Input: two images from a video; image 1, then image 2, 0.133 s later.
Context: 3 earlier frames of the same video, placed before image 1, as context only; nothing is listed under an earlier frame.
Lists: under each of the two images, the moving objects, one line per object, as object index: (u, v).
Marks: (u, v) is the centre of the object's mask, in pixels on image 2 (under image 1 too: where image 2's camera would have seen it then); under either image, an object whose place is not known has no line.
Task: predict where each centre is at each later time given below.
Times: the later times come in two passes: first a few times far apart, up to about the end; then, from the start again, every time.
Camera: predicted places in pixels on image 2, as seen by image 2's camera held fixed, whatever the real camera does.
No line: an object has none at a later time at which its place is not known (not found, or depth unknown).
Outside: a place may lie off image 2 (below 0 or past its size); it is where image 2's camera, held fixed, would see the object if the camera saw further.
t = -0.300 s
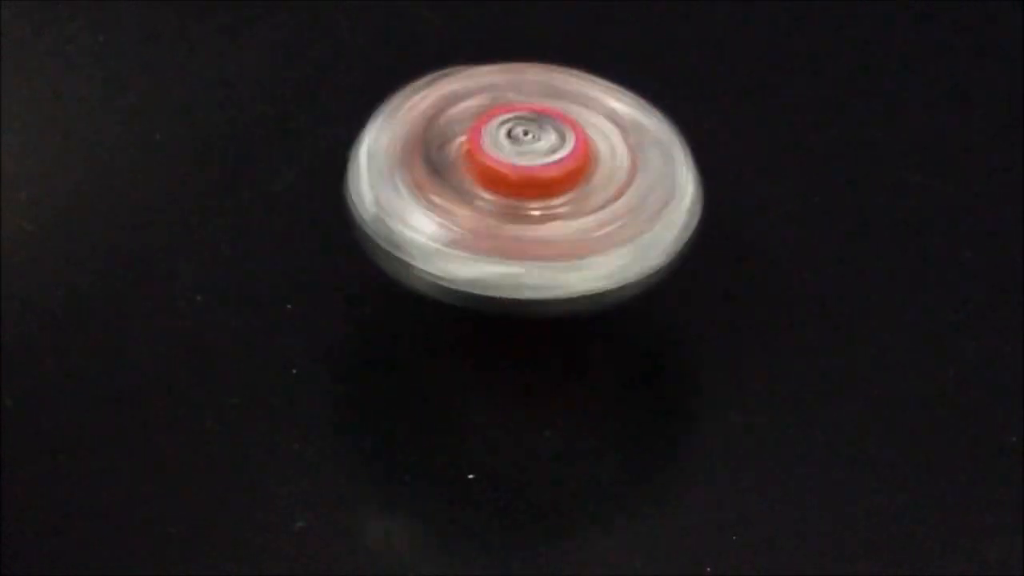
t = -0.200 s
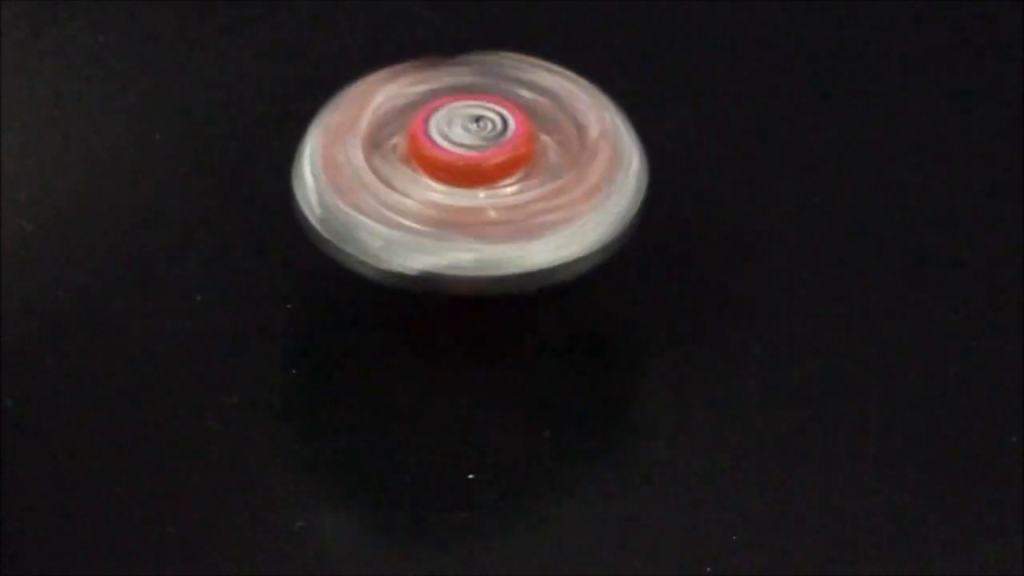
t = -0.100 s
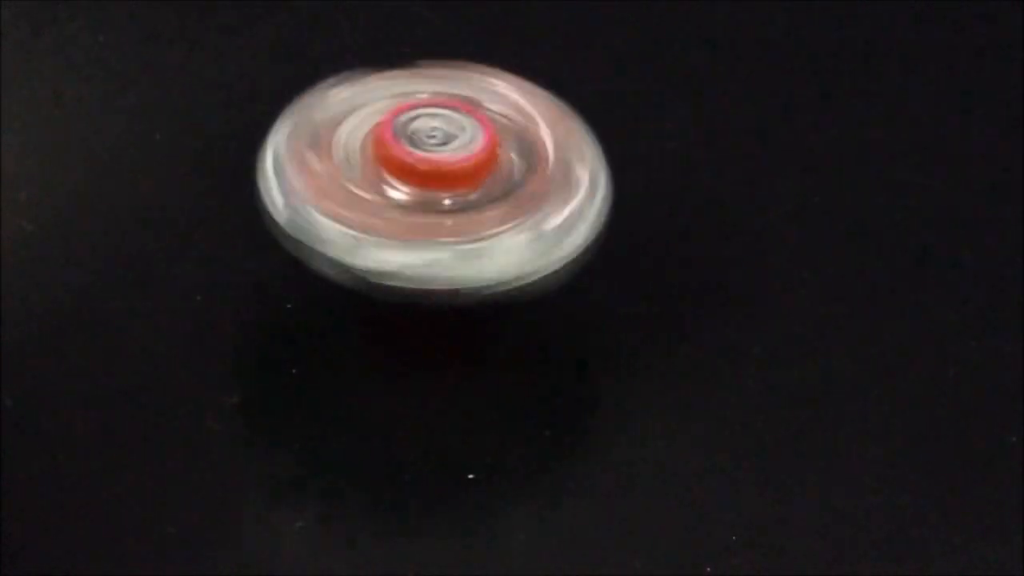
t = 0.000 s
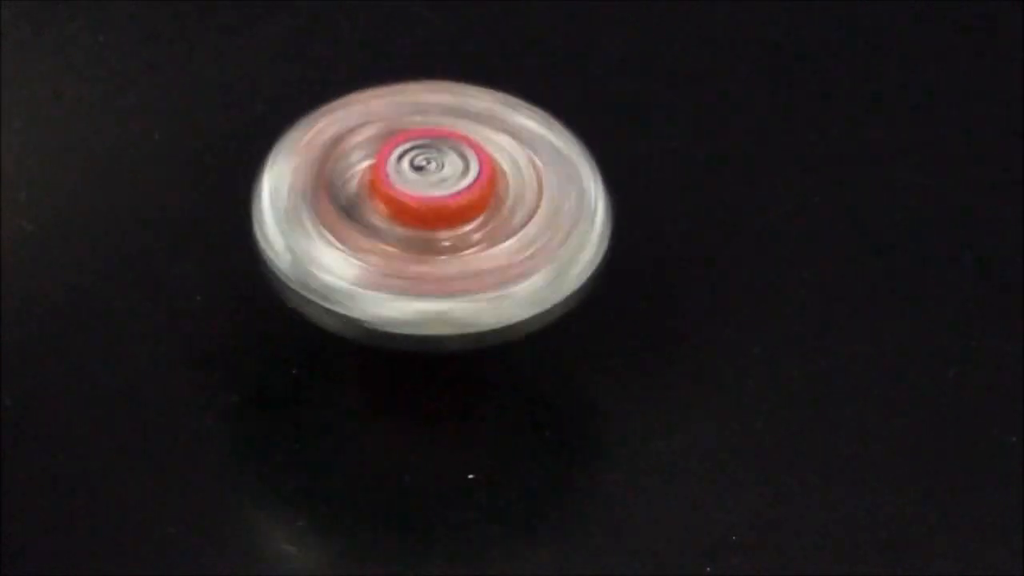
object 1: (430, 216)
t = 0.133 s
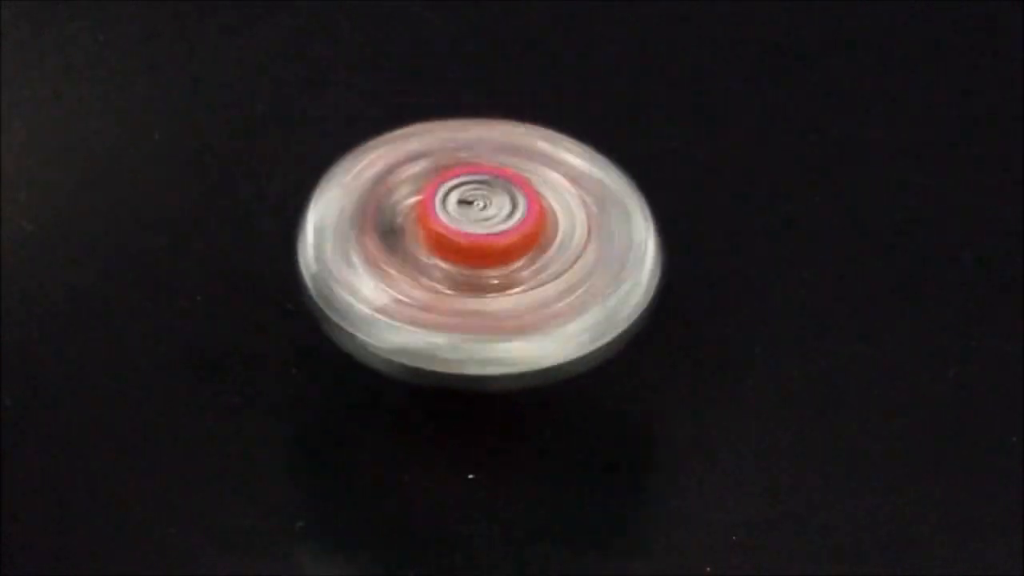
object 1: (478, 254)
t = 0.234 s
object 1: (518, 264)
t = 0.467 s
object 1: (548, 251)
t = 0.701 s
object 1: (554, 204)
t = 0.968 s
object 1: (528, 198)
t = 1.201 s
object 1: (492, 189)
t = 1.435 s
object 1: (476, 201)
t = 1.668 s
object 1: (459, 213)
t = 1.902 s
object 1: (470, 235)
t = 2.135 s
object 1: (478, 242)
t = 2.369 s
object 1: (512, 255)
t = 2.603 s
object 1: (549, 237)
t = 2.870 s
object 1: (524, 197)
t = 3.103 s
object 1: (503, 188)
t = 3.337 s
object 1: (497, 191)
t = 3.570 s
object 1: (458, 206)
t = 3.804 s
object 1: (449, 220)
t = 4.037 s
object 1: (466, 235)
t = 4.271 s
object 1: (493, 250)
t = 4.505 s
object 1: (528, 253)
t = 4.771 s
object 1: (550, 236)
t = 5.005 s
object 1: (543, 213)
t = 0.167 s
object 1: (494, 259)
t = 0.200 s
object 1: (507, 259)
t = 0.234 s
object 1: (518, 264)
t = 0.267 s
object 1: (531, 268)
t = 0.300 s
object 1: (544, 266)
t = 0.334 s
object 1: (540, 260)
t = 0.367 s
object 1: (540, 261)
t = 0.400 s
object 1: (549, 264)
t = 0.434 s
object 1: (550, 259)
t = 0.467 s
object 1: (548, 251)
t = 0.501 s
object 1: (552, 249)
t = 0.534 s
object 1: (557, 243)
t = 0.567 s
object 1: (557, 230)
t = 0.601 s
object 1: (552, 222)
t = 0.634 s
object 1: (554, 219)
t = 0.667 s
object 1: (558, 213)
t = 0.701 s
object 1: (554, 204)
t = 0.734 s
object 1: (550, 206)
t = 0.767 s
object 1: (550, 208)
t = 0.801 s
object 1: (551, 204)
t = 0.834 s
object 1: (543, 199)
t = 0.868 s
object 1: (543, 201)
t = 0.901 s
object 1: (545, 203)
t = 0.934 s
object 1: (540, 197)
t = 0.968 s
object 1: (528, 198)
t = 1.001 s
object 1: (525, 200)
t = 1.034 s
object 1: (520, 196)
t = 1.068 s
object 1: (507, 191)
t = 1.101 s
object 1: (503, 193)
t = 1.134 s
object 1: (502, 192)
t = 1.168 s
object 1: (498, 187)
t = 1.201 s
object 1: (492, 189)
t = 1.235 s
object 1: (494, 195)
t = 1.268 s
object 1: (492, 192)
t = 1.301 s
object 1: (484, 190)
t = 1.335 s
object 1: (486, 194)
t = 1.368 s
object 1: (489, 196)
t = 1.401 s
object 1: (482, 194)
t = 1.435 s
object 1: (476, 201)
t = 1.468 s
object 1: (475, 202)
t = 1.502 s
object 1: (468, 200)
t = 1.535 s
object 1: (460, 204)
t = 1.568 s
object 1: (463, 207)
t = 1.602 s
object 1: (465, 205)
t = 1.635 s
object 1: (457, 207)
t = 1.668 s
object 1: (459, 213)
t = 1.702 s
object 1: (461, 211)
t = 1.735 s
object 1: (453, 210)
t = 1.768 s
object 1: (460, 217)
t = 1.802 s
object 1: (464, 220)
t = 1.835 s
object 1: (459, 221)
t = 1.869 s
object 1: (465, 231)
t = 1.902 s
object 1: (470, 235)
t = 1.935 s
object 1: (466, 235)
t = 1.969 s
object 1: (469, 243)
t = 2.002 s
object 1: (475, 245)
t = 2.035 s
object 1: (473, 240)
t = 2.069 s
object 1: (473, 245)
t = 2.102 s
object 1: (480, 246)
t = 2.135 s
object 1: (478, 242)
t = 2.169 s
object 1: (478, 249)
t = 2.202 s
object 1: (486, 248)
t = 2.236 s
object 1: (488, 244)
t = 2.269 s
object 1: (490, 251)
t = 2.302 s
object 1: (502, 250)
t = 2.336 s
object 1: (506, 248)
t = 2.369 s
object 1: (512, 255)
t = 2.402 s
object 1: (524, 253)
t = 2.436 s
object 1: (526, 248)
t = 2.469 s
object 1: (531, 253)
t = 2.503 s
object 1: (540, 250)
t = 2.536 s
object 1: (537, 244)
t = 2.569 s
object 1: (544, 245)
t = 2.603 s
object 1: (549, 237)
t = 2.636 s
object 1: (542, 229)
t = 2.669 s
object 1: (546, 227)
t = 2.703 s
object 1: (544, 218)
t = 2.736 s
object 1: (536, 211)
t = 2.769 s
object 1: (540, 211)
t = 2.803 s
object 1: (533, 200)
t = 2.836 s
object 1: (526, 200)
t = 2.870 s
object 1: (524, 197)
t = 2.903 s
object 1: (520, 190)
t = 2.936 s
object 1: (515, 194)
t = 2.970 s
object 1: (517, 193)
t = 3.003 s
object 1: (510, 188)
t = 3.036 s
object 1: (509, 193)
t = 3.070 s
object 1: (510, 192)
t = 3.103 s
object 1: (503, 188)
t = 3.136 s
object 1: (508, 193)
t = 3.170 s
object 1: (508, 190)
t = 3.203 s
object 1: (499, 189)
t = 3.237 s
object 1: (505, 192)
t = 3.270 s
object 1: (499, 188)
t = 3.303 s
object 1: (492, 190)
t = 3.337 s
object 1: (497, 191)
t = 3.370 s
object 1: (484, 190)
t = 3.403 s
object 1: (479, 196)
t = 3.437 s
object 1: (479, 194)
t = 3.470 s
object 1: (468, 195)
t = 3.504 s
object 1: (470, 200)
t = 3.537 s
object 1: (463, 197)
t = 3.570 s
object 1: (458, 206)
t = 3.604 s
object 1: (456, 203)
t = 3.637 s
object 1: (459, 210)
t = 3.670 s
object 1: (455, 214)
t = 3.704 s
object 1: (451, 211)
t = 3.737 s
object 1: (456, 216)
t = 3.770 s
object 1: (454, 221)
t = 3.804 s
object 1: (449, 220)
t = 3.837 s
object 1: (457, 221)
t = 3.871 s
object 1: (458, 229)
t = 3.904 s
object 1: (455, 230)
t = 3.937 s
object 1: (460, 228)
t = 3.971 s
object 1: (465, 236)
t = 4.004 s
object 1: (464, 239)
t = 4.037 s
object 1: (466, 235)
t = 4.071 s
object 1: (474, 243)
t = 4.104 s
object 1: (474, 246)
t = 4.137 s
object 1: (474, 243)
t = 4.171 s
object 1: (484, 248)
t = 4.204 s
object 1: (484, 254)
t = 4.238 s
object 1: (482, 251)
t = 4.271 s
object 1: (493, 250)
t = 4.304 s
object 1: (498, 256)
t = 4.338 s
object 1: (498, 257)
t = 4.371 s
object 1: (506, 251)
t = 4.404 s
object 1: (514, 257)
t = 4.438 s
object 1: (514, 258)
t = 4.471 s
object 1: (519, 250)
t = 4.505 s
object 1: (528, 253)
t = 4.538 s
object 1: (529, 255)
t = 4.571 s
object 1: (527, 249)
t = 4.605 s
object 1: (538, 247)
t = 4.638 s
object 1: (541, 249)
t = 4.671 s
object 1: (539, 246)
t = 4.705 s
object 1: (545, 238)
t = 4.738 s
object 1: (551, 237)
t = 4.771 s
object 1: (550, 236)
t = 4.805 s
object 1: (551, 227)
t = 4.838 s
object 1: (554, 227)
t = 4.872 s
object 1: (551, 226)
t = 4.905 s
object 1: (546, 218)
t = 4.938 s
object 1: (551, 217)
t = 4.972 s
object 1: (550, 218)
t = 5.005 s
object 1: (543, 213)
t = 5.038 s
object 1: (546, 207)
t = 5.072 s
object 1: (546, 208)
